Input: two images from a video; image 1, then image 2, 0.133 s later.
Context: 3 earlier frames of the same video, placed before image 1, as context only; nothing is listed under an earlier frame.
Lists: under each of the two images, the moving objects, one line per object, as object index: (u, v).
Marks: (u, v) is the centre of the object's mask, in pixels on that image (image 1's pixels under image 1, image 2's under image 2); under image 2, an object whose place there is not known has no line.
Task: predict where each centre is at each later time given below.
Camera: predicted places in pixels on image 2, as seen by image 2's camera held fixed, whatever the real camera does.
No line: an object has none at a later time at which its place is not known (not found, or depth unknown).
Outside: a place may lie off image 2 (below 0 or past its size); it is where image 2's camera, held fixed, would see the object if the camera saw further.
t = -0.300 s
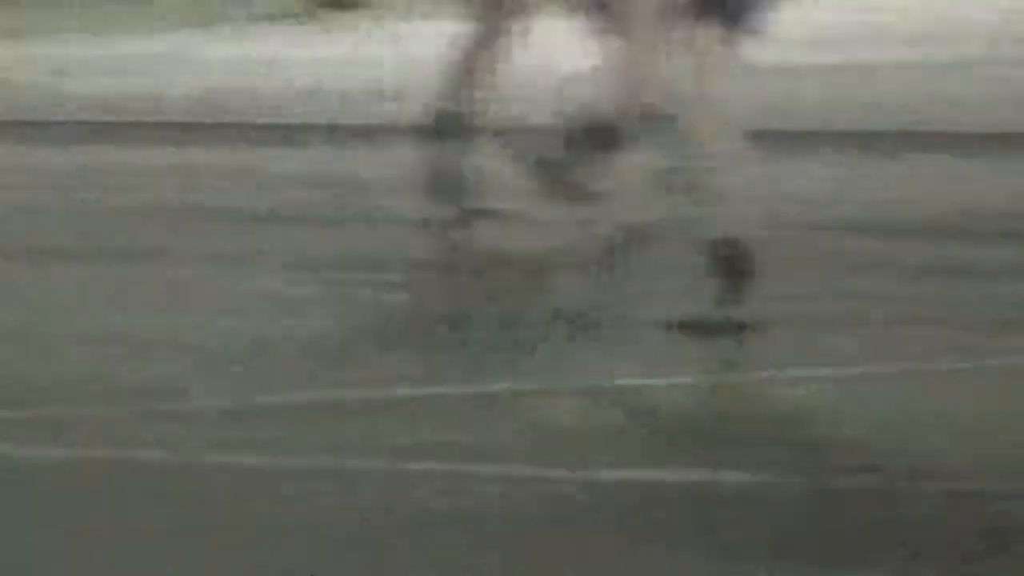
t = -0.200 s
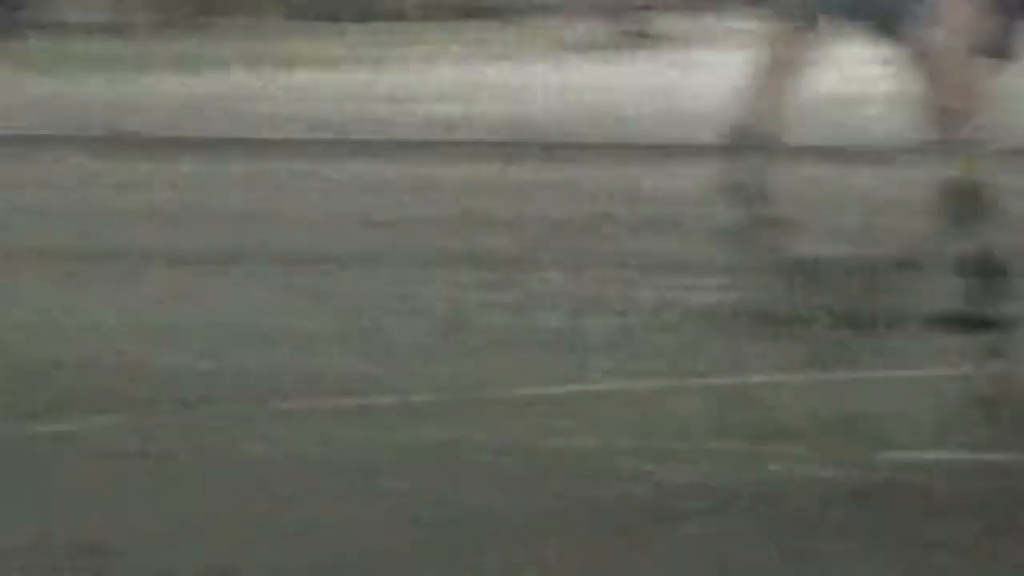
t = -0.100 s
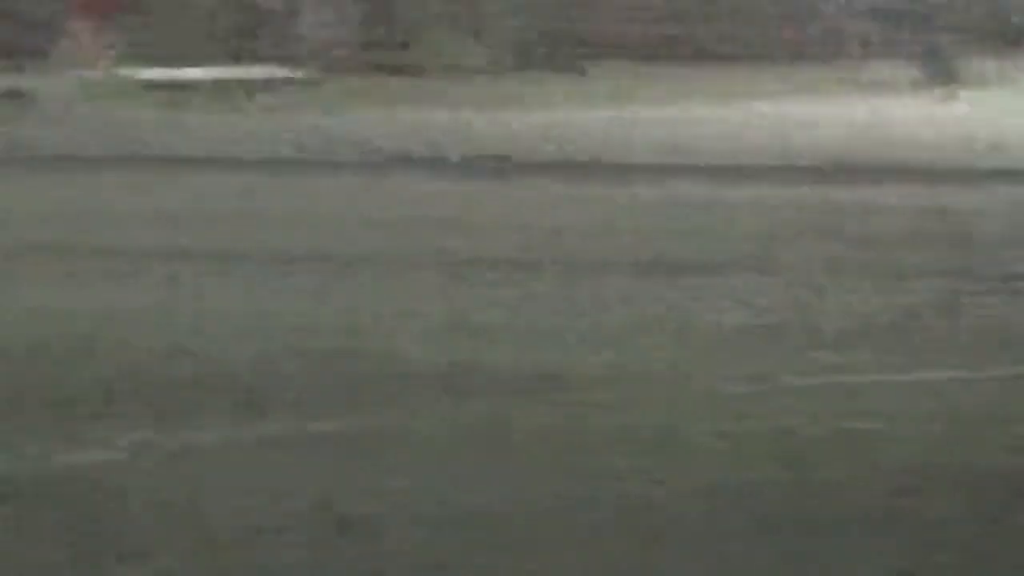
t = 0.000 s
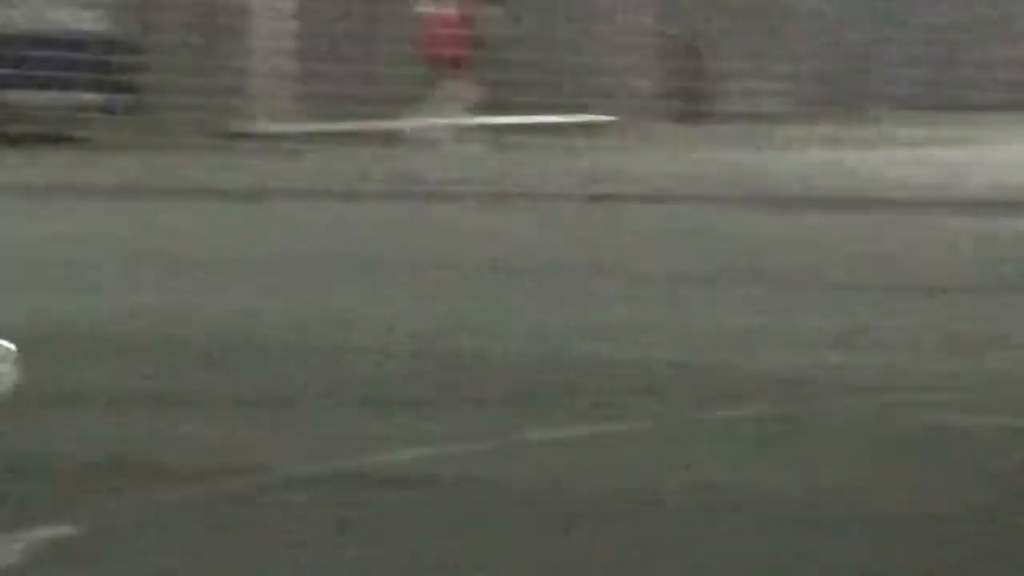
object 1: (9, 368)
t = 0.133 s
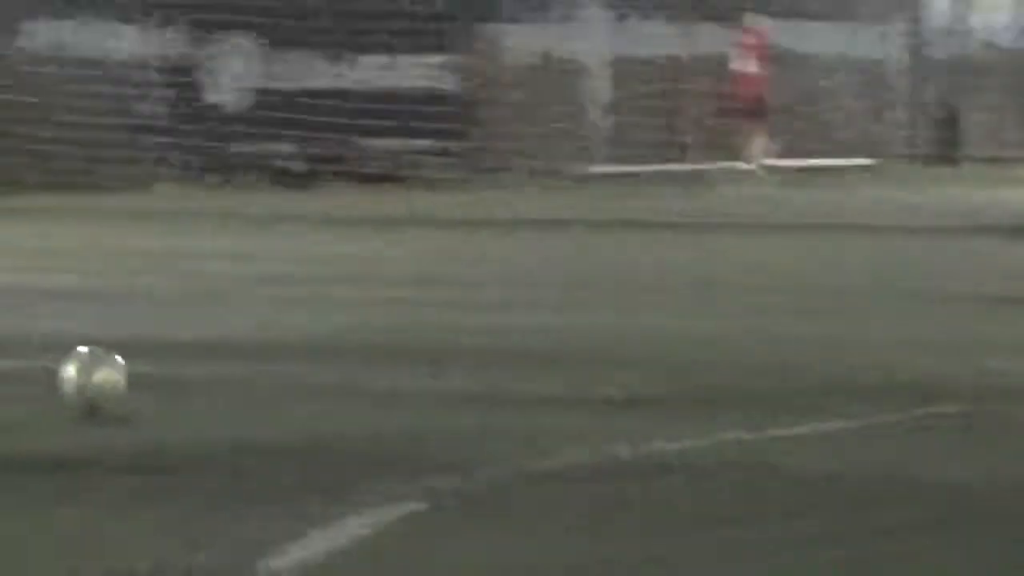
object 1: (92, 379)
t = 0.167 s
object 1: (110, 383)
